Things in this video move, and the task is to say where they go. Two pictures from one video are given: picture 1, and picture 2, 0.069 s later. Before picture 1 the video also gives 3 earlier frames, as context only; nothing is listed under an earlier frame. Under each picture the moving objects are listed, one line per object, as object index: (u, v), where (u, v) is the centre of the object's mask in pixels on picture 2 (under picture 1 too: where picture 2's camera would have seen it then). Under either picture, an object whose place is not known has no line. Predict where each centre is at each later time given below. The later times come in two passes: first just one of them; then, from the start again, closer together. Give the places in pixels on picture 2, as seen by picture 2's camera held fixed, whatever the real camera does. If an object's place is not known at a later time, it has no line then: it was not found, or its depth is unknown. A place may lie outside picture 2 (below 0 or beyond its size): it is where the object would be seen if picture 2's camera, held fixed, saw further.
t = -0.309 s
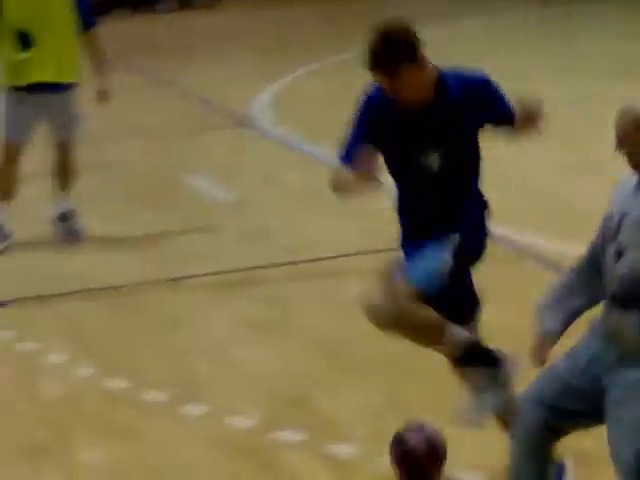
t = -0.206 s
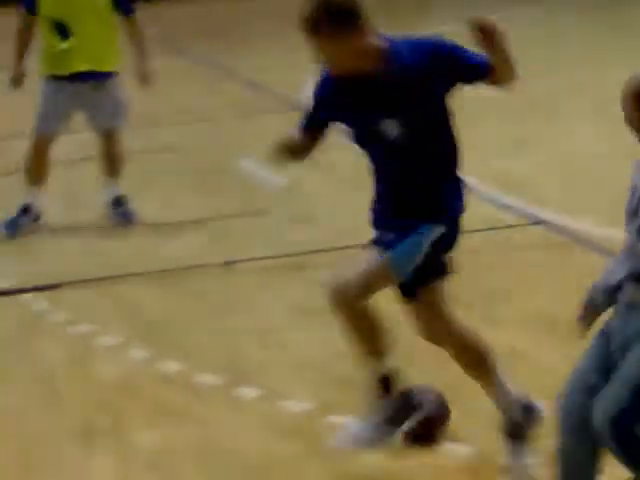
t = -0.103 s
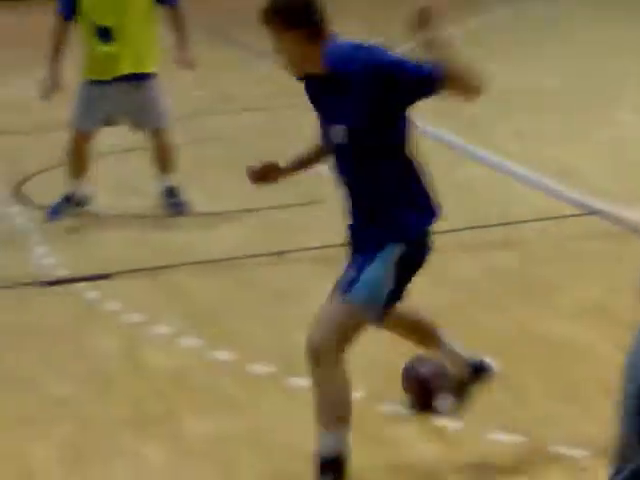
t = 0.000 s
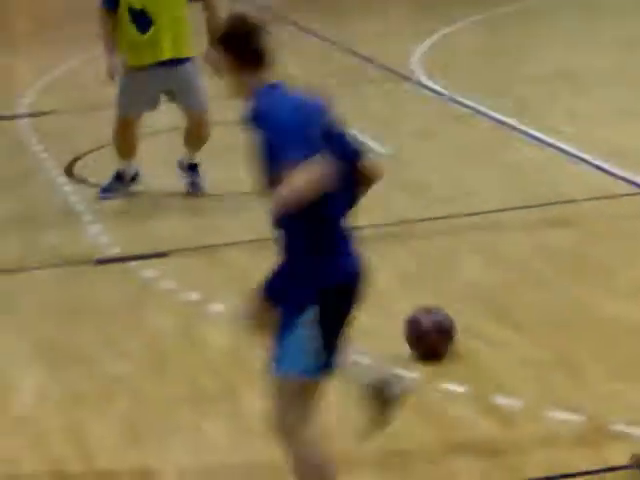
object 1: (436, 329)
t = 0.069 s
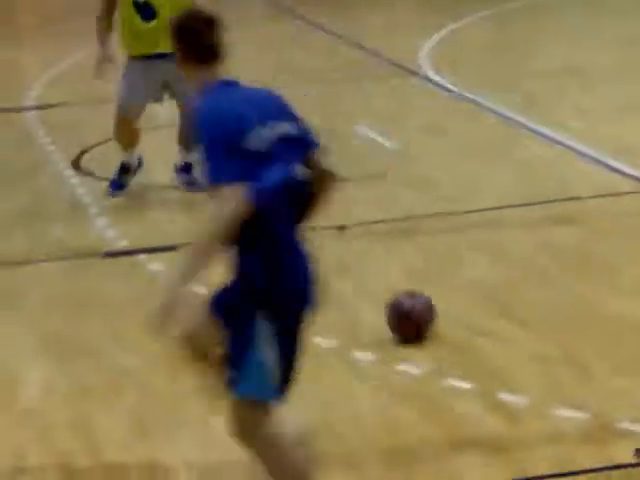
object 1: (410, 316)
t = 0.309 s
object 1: (334, 278)
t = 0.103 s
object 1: (399, 310)
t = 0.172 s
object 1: (376, 299)
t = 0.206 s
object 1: (364, 294)
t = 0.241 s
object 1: (354, 289)
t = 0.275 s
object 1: (344, 283)
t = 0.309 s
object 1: (334, 278)
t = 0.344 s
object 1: (324, 273)
